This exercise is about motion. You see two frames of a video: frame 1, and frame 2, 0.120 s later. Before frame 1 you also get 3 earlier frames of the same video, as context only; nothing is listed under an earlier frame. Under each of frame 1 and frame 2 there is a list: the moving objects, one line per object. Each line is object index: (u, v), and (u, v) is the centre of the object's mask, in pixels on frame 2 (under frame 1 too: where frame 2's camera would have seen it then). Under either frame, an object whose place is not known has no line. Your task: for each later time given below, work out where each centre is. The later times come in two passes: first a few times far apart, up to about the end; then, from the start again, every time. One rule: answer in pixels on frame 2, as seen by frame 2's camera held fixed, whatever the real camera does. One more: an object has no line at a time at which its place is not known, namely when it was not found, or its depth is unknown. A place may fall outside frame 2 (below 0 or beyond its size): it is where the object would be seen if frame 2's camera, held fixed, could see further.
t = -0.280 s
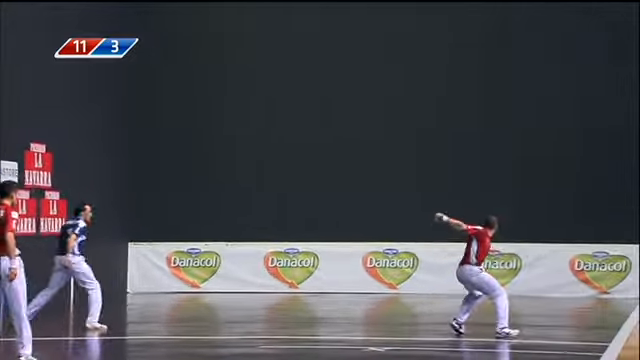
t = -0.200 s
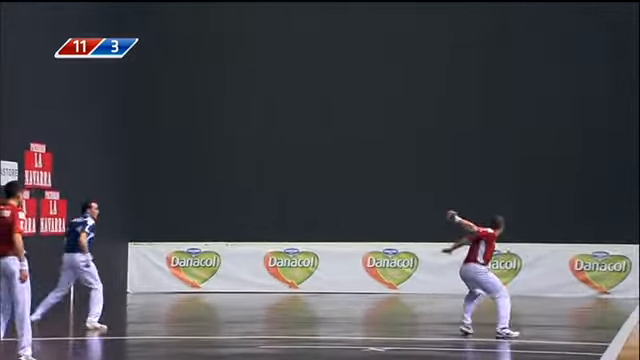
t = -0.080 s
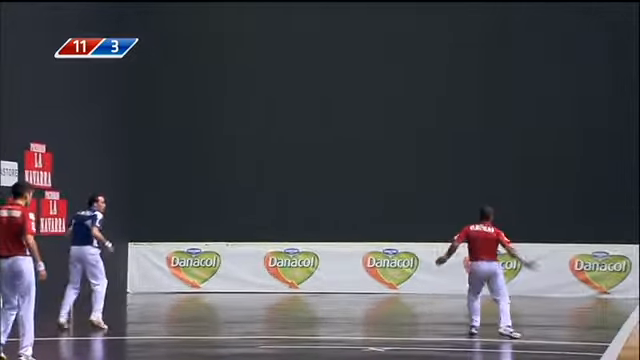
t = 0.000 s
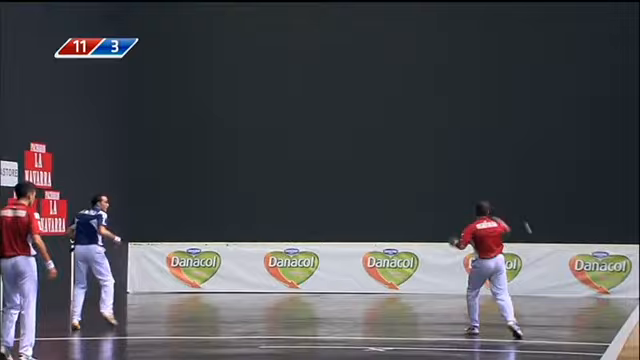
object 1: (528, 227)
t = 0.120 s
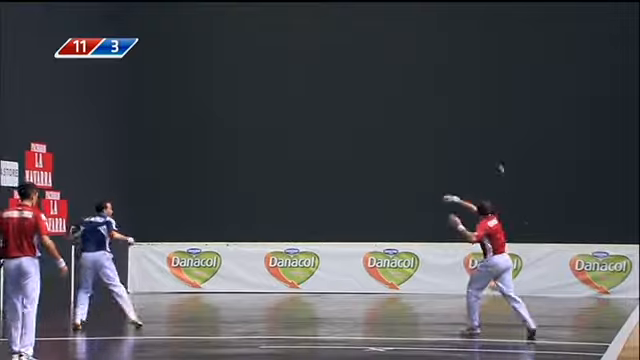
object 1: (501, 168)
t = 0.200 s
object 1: (488, 142)
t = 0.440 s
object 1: (460, 98)
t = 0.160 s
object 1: (494, 155)
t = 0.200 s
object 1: (488, 142)
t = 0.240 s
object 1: (482, 131)
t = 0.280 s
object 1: (476, 122)
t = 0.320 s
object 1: (473, 114)
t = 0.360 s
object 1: (468, 107)
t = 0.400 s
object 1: (464, 103)
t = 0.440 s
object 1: (460, 98)
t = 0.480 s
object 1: (457, 96)
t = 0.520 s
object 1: (451, 94)
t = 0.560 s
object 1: (446, 91)
